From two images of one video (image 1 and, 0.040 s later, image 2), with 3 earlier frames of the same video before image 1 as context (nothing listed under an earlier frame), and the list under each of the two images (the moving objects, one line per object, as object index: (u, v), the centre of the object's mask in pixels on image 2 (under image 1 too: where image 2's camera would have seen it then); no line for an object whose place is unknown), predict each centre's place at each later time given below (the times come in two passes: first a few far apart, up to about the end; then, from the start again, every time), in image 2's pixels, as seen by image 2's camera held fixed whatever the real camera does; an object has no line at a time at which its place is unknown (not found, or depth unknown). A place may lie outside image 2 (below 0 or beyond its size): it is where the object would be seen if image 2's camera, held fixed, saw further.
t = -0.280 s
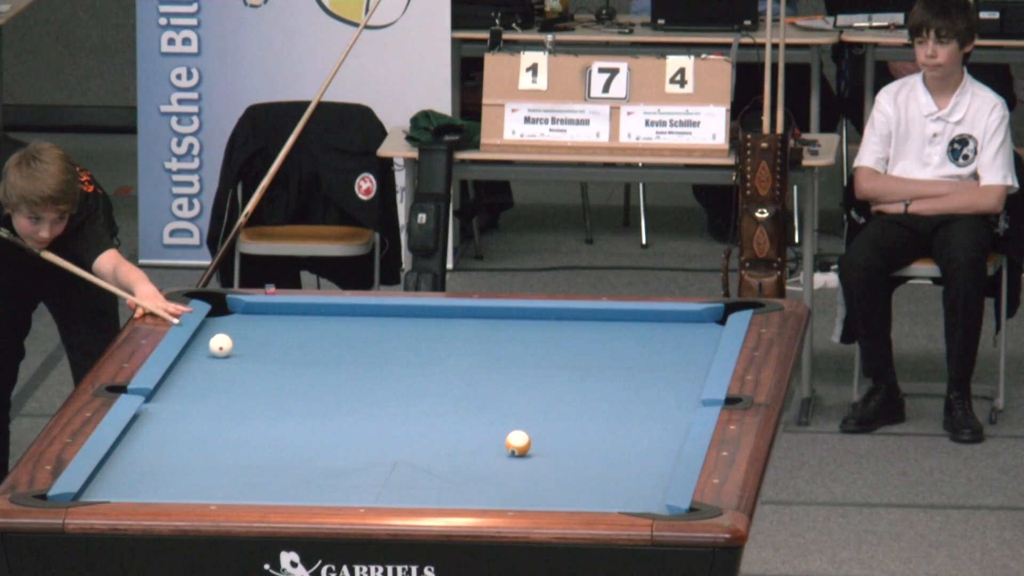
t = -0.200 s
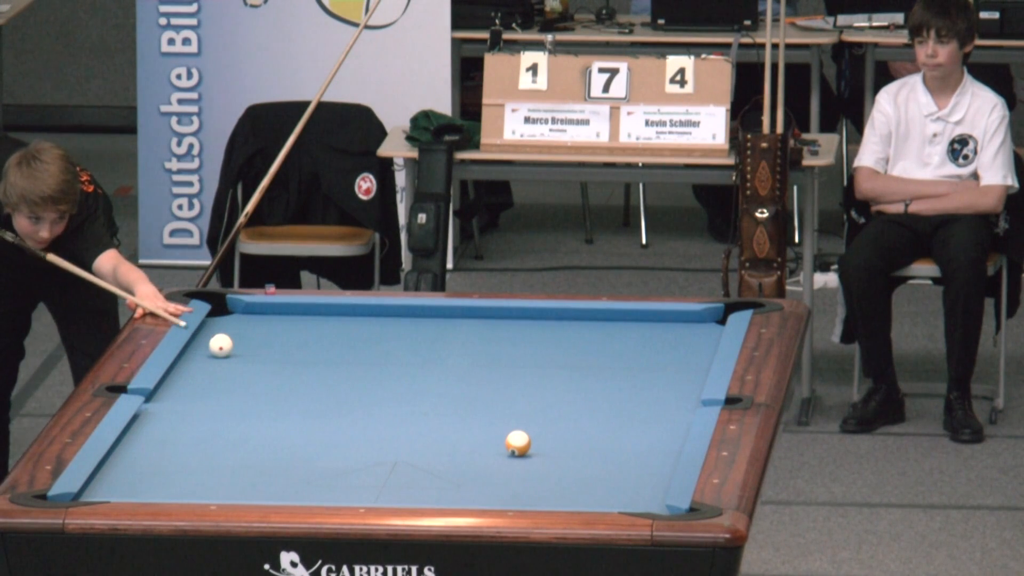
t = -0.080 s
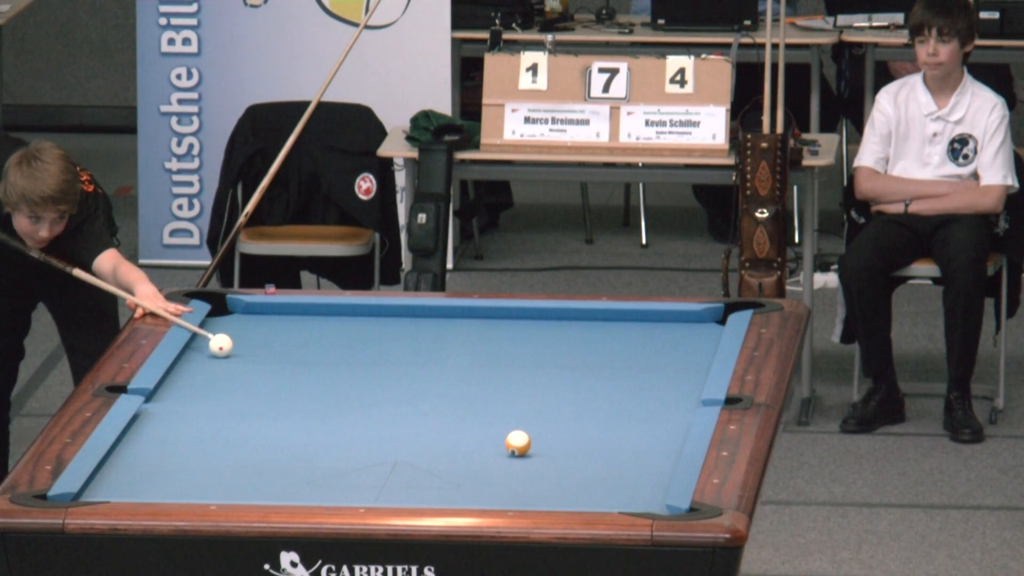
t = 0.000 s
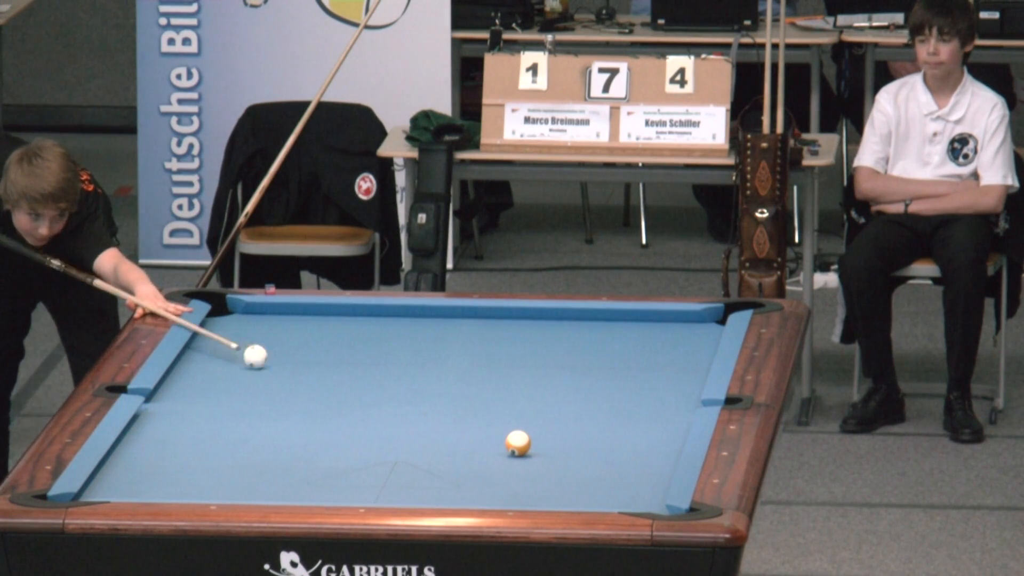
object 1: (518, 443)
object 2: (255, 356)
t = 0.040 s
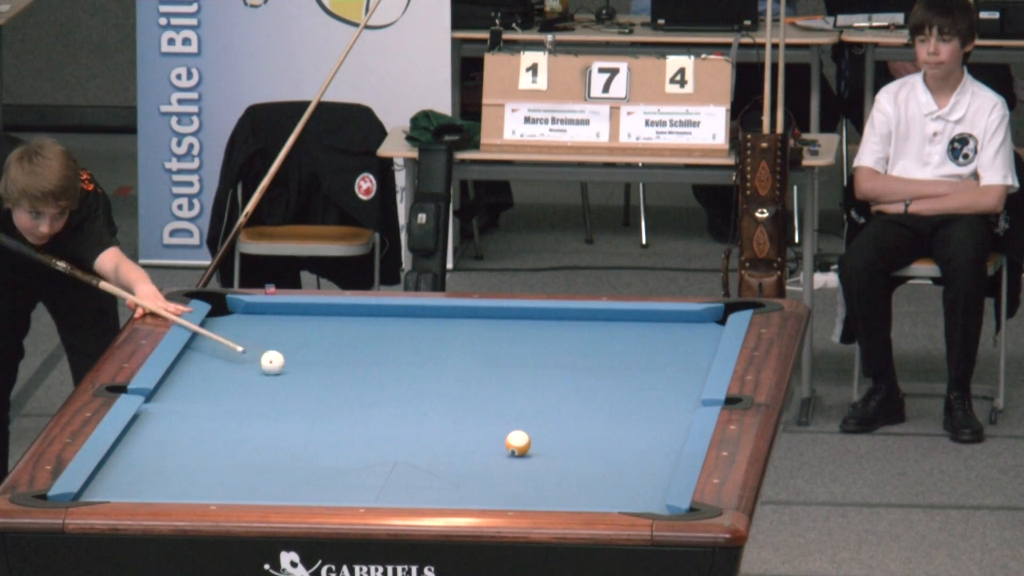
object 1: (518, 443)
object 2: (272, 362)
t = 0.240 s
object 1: (518, 443)
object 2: (358, 390)
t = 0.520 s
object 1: (518, 443)
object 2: (483, 431)
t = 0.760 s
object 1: (580, 469)
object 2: (530, 442)
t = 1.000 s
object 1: (642, 494)
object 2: (569, 450)
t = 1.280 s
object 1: (617, 504)
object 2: (613, 458)
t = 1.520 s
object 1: (591, 497)
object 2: (649, 465)
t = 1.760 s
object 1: (567, 489)
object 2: (654, 470)
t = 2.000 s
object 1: (544, 480)
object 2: (635, 473)
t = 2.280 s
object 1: (519, 471)
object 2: (613, 477)
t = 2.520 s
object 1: (499, 463)
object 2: (597, 479)
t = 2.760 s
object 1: (480, 455)
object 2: (583, 482)
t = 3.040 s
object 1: (460, 447)
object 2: (569, 484)
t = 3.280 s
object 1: (444, 441)
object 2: (558, 486)
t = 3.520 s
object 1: (429, 435)
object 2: (548, 487)
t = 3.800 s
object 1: (414, 428)
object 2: (539, 489)
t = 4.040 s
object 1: (401, 423)
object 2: (533, 490)
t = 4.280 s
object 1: (390, 418)
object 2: (529, 490)
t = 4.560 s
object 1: (379, 414)
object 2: (526, 490)
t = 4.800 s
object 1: (370, 410)
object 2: (526, 490)
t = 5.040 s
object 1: (363, 407)
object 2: (526, 490)
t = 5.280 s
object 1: (356, 404)
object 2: (526, 490)
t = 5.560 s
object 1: (349, 401)
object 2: (526, 490)
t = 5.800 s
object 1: (345, 399)
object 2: (526, 490)
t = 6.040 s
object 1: (340, 397)
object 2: (526, 490)
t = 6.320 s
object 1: (336, 396)
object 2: (526, 490)
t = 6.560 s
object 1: (333, 395)
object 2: (526, 490)
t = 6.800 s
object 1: (331, 395)
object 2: (526, 490)
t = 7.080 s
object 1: (331, 395)
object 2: (526, 490)
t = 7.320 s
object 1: (331, 394)
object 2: (526, 490)
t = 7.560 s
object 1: (331, 394)
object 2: (526, 490)
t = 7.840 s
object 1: (331, 394)
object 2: (526, 490)
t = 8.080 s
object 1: (331, 394)
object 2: (526, 490)
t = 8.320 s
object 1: (331, 395)
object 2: (526, 490)
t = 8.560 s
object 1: (331, 395)
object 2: (526, 490)
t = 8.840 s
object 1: (331, 395)
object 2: (526, 490)
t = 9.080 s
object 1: (331, 394)
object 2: (526, 490)
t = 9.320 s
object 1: (331, 394)
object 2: (526, 490)
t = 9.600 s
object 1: (331, 394)
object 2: (526, 490)
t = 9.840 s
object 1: (331, 394)
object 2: (526, 490)
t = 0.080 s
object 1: (518, 443)
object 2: (289, 368)
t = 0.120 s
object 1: (518, 443)
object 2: (306, 373)
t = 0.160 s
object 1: (518, 443)
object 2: (324, 379)
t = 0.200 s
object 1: (518, 443)
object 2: (341, 384)
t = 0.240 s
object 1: (518, 443)
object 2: (358, 390)
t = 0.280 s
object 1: (518, 443)
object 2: (376, 396)
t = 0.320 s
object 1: (518, 443)
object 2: (393, 402)
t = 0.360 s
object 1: (518, 443)
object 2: (411, 408)
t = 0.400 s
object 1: (518, 443)
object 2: (429, 414)
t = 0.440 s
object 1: (518, 443)
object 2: (447, 419)
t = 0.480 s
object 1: (518, 443)
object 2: (465, 425)
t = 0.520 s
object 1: (518, 443)
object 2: (483, 431)
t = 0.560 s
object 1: (519, 443)
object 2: (499, 436)
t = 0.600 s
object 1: (527, 447)
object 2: (507, 438)
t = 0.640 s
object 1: (541, 453)
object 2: (513, 439)
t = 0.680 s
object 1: (555, 458)
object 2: (518, 440)
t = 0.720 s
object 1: (568, 464)
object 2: (523, 440)
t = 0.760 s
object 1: (580, 469)
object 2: (530, 442)
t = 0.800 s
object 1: (591, 473)
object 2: (536, 443)
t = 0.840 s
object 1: (601, 478)
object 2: (543, 444)
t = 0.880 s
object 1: (612, 482)
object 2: (549, 446)
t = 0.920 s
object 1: (622, 487)
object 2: (556, 447)
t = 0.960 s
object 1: (632, 491)
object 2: (562, 448)
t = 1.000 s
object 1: (642, 494)
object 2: (569, 450)
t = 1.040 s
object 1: (653, 499)
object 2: (575, 451)
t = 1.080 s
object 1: (649, 500)
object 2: (582, 452)
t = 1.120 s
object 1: (641, 502)
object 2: (588, 453)
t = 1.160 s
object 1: (634, 503)
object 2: (594, 454)
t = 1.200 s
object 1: (627, 505)
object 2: (600, 456)
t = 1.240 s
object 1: (622, 505)
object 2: (607, 457)
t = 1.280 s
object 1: (617, 504)
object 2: (613, 458)
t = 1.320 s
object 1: (612, 502)
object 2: (619, 459)
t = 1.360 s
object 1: (608, 502)
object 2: (625, 461)
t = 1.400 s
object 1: (604, 501)
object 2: (631, 462)
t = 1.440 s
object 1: (600, 499)
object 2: (637, 463)
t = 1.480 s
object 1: (595, 498)
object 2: (643, 464)
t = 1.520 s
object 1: (591, 497)
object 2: (649, 465)
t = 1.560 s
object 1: (587, 496)
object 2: (654, 466)
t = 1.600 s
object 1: (583, 495)
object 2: (661, 468)
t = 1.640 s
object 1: (579, 494)
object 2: (664, 469)
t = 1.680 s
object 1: (575, 493)
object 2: (661, 469)
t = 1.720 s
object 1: (571, 491)
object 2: (658, 470)
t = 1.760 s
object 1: (567, 489)
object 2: (654, 470)
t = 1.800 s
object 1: (563, 488)
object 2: (651, 471)
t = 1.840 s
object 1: (559, 486)
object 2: (647, 471)
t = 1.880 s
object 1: (555, 485)
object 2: (644, 472)
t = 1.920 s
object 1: (552, 483)
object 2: (641, 473)
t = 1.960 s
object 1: (548, 482)
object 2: (638, 473)
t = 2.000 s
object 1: (544, 480)
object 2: (635, 473)
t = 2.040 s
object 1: (541, 479)
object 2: (632, 474)
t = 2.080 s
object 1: (537, 477)
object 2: (628, 474)
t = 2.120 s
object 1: (534, 476)
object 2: (625, 475)
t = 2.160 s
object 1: (530, 475)
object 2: (623, 476)
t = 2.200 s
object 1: (526, 473)
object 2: (620, 476)
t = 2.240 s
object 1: (523, 472)
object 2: (616, 476)
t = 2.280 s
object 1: (519, 471)
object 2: (613, 477)
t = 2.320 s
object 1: (516, 469)
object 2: (610, 477)
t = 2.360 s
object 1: (512, 468)
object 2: (608, 478)
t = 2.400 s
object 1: (509, 466)
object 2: (605, 478)
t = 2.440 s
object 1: (506, 465)
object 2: (603, 479)
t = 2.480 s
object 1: (502, 464)
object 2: (600, 479)
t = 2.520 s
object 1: (499, 463)
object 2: (597, 479)
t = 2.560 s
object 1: (496, 462)
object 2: (595, 480)
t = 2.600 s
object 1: (493, 460)
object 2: (593, 480)
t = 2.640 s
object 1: (490, 459)
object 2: (590, 481)
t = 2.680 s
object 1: (487, 458)
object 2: (588, 481)
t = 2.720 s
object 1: (484, 457)
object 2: (585, 482)
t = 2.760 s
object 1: (480, 455)
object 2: (583, 482)
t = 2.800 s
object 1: (478, 454)
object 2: (581, 482)
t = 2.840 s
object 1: (475, 453)
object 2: (579, 482)
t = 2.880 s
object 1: (472, 452)
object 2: (577, 483)
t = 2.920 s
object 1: (469, 451)
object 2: (575, 483)
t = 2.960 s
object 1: (466, 450)
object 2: (573, 484)
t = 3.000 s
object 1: (463, 448)
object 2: (571, 484)
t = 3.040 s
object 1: (460, 447)
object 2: (569, 484)
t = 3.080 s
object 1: (458, 446)
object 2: (567, 485)
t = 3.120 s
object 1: (455, 445)
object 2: (565, 485)
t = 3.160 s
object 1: (452, 444)
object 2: (563, 485)
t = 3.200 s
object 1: (449, 443)
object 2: (561, 485)
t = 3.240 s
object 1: (447, 441)
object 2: (560, 486)
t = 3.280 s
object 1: (444, 441)
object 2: (558, 486)
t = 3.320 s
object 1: (441, 439)
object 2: (556, 486)
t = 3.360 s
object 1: (439, 438)
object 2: (554, 486)
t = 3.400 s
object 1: (437, 437)
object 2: (553, 487)
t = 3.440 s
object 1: (434, 436)
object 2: (551, 487)
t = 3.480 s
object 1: (432, 436)
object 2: (550, 487)
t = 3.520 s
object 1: (429, 435)
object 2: (548, 487)
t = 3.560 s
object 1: (427, 434)
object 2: (547, 488)
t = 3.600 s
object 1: (425, 433)
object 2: (545, 488)
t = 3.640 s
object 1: (423, 432)
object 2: (544, 488)
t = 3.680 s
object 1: (420, 431)
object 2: (543, 488)
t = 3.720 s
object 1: (418, 430)
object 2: (542, 488)
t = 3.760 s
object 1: (416, 429)
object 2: (541, 488)
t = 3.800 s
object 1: (414, 428)
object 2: (539, 489)
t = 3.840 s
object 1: (411, 428)
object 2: (538, 489)
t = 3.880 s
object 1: (409, 427)
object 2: (537, 489)
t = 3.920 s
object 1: (407, 426)
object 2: (536, 489)
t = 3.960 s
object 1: (405, 425)
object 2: (535, 489)
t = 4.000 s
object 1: (403, 424)
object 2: (534, 489)
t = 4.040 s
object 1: (401, 423)
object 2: (533, 490)
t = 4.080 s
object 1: (399, 423)
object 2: (532, 490)
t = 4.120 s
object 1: (397, 422)
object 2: (531, 490)
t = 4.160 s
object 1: (395, 421)
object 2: (530, 490)
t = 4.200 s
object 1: (393, 420)
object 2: (530, 490)
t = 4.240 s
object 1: (392, 420)
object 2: (529, 490)
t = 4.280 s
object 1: (390, 418)
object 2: (529, 490)
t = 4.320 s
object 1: (388, 417)
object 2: (528, 490)
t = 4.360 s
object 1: (386, 417)
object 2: (528, 490)
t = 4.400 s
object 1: (385, 417)
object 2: (527, 490)
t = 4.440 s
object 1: (383, 416)
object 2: (527, 490)
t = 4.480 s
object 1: (382, 415)
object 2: (527, 490)
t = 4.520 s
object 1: (380, 414)
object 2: (526, 490)
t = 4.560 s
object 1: (379, 414)
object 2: (526, 490)
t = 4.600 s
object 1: (377, 413)
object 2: (526, 490)
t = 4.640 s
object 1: (376, 413)
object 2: (526, 490)
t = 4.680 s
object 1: (374, 412)
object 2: (526, 490)
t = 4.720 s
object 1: (373, 411)
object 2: (526, 490)
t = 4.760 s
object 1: (372, 411)
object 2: (526, 490)
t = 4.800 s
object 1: (370, 410)
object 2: (526, 490)
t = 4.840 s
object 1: (369, 410)
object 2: (526, 490)
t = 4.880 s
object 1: (368, 409)
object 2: (526, 490)
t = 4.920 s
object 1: (366, 409)
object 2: (526, 490)
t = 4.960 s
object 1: (365, 408)
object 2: (526, 490)
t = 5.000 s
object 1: (364, 407)
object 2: (526, 490)
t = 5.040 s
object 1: (363, 407)
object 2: (526, 490)
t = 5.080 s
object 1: (362, 407)
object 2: (526, 490)
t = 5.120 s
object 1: (361, 406)
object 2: (526, 490)
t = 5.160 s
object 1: (359, 405)
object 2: (526, 490)
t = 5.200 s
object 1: (358, 405)
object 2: (526, 490)
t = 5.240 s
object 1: (357, 404)
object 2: (526, 490)
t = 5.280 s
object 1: (356, 404)
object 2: (526, 490)
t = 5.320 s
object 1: (355, 404)
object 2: (526, 490)
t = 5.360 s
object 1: (354, 403)
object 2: (526, 490)
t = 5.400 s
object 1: (353, 403)
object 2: (526, 490)
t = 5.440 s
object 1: (352, 402)
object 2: (526, 490)
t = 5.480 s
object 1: (351, 402)
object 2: (526, 490)
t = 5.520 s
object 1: (350, 401)
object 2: (526, 490)
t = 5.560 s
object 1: (349, 401)
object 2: (526, 490)
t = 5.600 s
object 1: (349, 401)
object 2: (526, 490)
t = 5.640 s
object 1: (348, 400)
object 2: (526, 490)
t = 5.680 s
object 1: (347, 400)
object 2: (526, 490)
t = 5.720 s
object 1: (346, 400)
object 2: (526, 490)
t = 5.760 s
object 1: (345, 399)
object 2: (526, 490)
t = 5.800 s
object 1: (345, 399)
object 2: (526, 490)
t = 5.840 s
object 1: (344, 399)
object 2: (526, 490)
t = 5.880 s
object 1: (343, 398)
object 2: (526, 490)
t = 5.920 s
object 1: (342, 398)
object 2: (526, 490)
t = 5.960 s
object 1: (341, 398)
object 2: (526, 490)
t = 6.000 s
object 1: (341, 398)
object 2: (526, 490)
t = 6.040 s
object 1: (340, 397)
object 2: (526, 490)
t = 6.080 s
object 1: (339, 397)
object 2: (526, 490)
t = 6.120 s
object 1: (339, 397)
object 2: (526, 490)
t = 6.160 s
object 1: (338, 397)
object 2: (526, 490)
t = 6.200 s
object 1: (337, 397)
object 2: (526, 490)
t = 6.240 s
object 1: (337, 397)
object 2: (526, 490)
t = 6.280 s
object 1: (337, 396)
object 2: (526, 490)
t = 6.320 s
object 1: (336, 396)
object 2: (526, 490)
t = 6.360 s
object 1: (335, 396)
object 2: (526, 490)
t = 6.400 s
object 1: (335, 396)
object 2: (526, 490)
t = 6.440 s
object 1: (334, 396)
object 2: (526, 490)
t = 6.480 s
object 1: (334, 396)
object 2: (526, 490)
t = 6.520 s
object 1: (333, 396)
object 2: (526, 490)
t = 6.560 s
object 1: (333, 395)
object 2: (526, 490)
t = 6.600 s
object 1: (333, 395)
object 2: (526, 490)
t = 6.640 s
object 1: (332, 395)
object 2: (526, 490)
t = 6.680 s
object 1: (332, 395)
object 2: (526, 490)
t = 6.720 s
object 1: (332, 395)
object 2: (526, 490)
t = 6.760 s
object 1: (332, 395)
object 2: (526, 490)
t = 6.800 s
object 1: (331, 395)
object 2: (526, 490)
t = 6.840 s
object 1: (331, 395)
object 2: (526, 490)
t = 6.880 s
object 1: (331, 395)
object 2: (526, 490)
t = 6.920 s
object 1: (331, 395)
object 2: (526, 490)
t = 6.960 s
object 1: (331, 395)
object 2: (526, 490)
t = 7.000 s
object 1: (331, 395)
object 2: (526, 490)
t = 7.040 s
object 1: (331, 395)
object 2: (526, 490)
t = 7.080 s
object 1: (331, 395)
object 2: (526, 490)
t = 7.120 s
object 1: (331, 394)
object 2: (526, 490)
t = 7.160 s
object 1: (331, 394)
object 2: (526, 490)
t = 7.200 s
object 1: (331, 395)
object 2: (526, 490)
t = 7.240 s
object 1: (331, 395)
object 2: (526, 490)
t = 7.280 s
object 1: (331, 394)
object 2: (526, 490)
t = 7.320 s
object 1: (331, 394)
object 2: (526, 490)
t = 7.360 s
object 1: (331, 394)
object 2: (526, 490)
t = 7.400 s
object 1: (331, 394)
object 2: (526, 490)
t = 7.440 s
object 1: (331, 394)
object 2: (526, 490)
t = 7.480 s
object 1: (331, 394)
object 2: (526, 490)
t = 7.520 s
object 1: (331, 394)
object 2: (526, 490)
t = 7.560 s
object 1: (331, 394)
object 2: (526, 490)
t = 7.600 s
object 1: (331, 394)
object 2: (526, 490)
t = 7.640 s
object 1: (331, 394)
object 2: (526, 490)
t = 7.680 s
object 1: (331, 394)
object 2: (526, 490)
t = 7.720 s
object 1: (331, 394)
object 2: (526, 490)
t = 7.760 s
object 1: (331, 394)
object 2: (526, 490)
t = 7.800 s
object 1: (331, 394)
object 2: (526, 490)
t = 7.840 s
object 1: (331, 394)
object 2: (526, 490)
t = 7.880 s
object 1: (331, 394)
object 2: (526, 490)
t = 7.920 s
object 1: (331, 394)
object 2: (526, 490)
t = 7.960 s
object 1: (331, 394)
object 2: (526, 490)
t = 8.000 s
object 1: (331, 394)
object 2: (526, 490)
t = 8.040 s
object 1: (331, 395)
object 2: (526, 490)
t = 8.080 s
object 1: (331, 394)
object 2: (526, 490)
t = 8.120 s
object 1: (331, 395)
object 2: (526, 490)
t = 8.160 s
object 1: (331, 395)
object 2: (526, 490)
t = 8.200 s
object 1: (331, 395)
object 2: (526, 490)
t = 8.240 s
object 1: (331, 395)
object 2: (526, 490)
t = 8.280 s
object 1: (331, 395)
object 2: (526, 490)
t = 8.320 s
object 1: (331, 395)
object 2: (526, 490)
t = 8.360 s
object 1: (331, 395)
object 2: (526, 490)
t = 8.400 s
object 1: (331, 395)
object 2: (526, 490)
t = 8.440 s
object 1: (331, 395)
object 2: (526, 490)
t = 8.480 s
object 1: (331, 395)
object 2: (526, 490)
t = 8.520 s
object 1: (331, 395)
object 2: (526, 490)
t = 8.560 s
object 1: (331, 395)
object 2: (526, 490)
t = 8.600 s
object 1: (331, 395)
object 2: (526, 490)
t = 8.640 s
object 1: (331, 395)
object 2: (526, 490)
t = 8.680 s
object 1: (331, 395)
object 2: (526, 490)
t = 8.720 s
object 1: (331, 395)
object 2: (526, 490)
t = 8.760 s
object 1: (331, 395)
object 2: (526, 490)
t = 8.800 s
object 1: (331, 395)
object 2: (526, 490)
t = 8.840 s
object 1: (331, 395)
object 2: (526, 490)
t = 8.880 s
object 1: (331, 395)
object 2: (526, 490)
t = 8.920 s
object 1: (331, 395)
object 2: (526, 490)
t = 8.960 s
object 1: (331, 395)
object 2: (526, 490)
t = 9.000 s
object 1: (331, 395)
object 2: (526, 490)
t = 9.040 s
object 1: (331, 394)
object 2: (526, 490)
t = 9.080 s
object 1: (331, 394)
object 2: (526, 490)
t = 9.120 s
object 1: (331, 394)
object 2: (526, 490)
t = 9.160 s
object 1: (331, 394)
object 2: (526, 490)
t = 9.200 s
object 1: (331, 394)
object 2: (526, 490)
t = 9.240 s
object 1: (331, 394)
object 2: (526, 490)
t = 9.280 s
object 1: (331, 394)
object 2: (526, 490)
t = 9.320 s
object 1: (331, 394)
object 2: (526, 490)
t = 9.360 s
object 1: (331, 394)
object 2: (526, 490)
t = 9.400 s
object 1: (331, 394)
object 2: (526, 490)
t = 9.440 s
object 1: (331, 394)
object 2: (526, 490)
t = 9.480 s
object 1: (331, 394)
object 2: (526, 490)
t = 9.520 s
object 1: (331, 394)
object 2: (526, 490)
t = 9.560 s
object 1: (331, 394)
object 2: (526, 490)
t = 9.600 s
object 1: (331, 394)
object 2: (526, 490)
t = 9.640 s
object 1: (331, 394)
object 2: (526, 490)
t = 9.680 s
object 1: (331, 394)
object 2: (526, 490)
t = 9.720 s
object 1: (331, 395)
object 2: (526, 490)
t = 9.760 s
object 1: (331, 394)
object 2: (526, 490)
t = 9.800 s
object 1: (331, 394)
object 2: (526, 490)
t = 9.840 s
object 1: (331, 394)
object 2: (526, 490)
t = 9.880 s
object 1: (331, 394)
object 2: (526, 490)
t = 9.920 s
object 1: (331, 394)
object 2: (526, 490)
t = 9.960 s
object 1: (331, 394)
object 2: (526, 490)
